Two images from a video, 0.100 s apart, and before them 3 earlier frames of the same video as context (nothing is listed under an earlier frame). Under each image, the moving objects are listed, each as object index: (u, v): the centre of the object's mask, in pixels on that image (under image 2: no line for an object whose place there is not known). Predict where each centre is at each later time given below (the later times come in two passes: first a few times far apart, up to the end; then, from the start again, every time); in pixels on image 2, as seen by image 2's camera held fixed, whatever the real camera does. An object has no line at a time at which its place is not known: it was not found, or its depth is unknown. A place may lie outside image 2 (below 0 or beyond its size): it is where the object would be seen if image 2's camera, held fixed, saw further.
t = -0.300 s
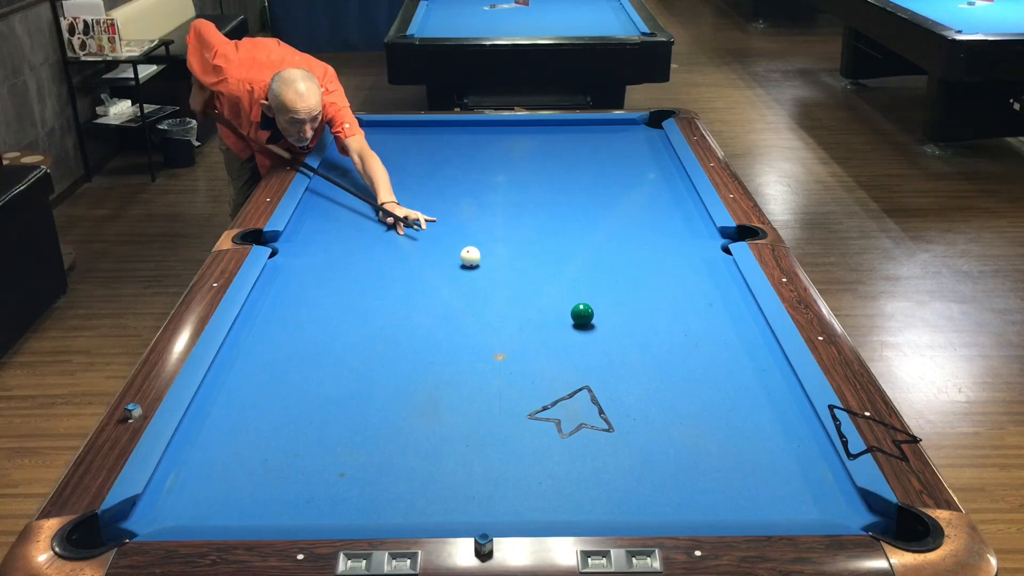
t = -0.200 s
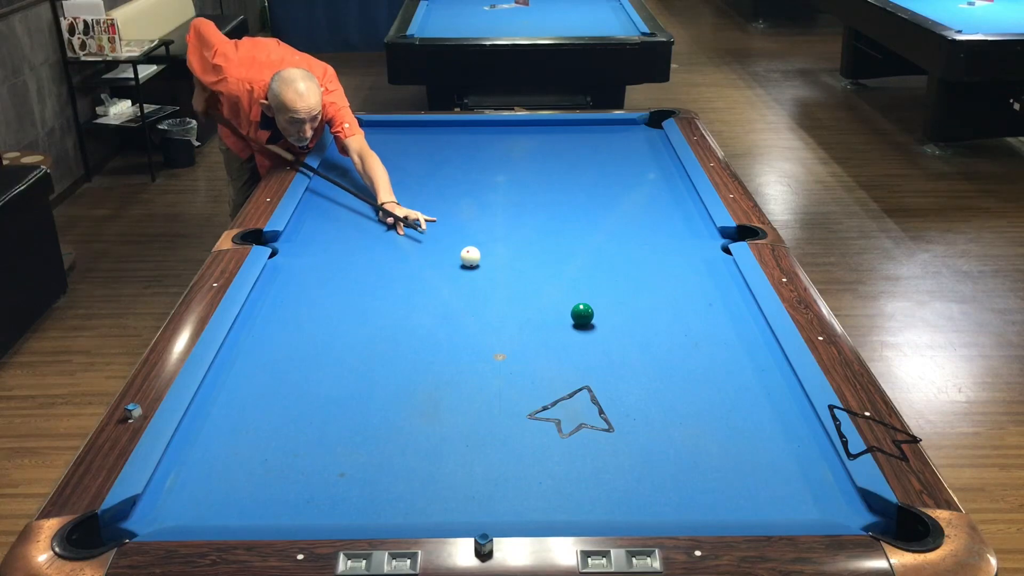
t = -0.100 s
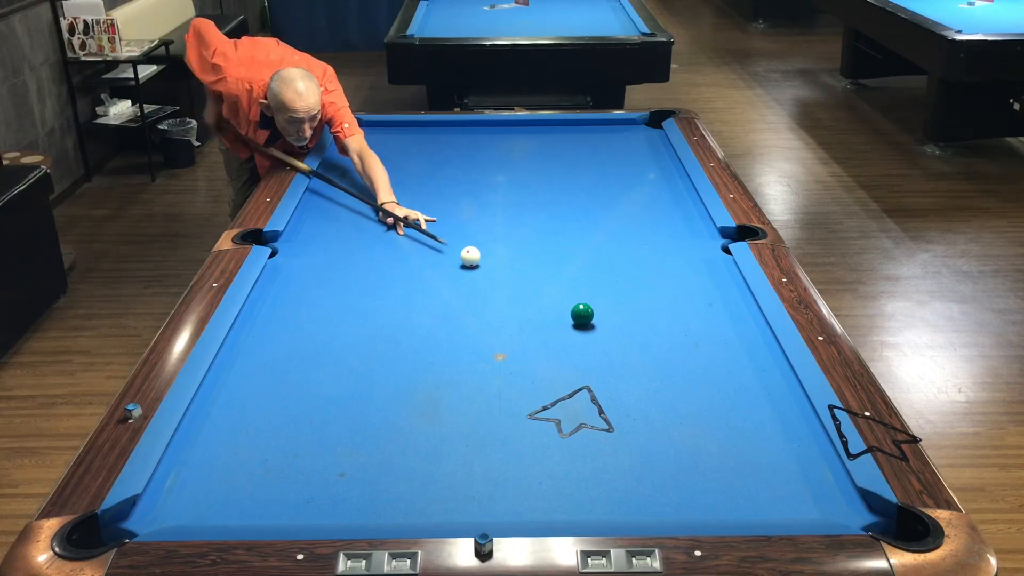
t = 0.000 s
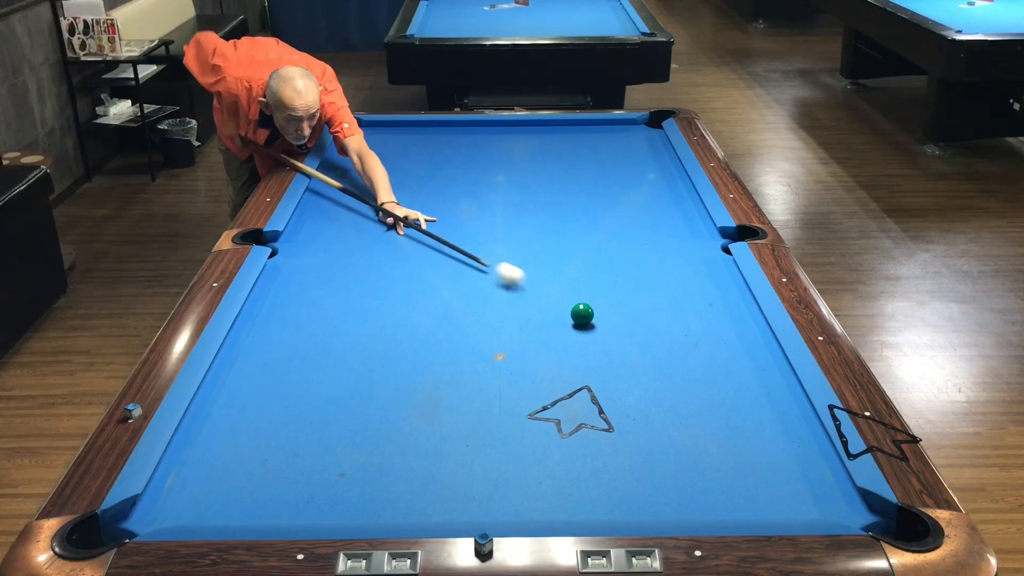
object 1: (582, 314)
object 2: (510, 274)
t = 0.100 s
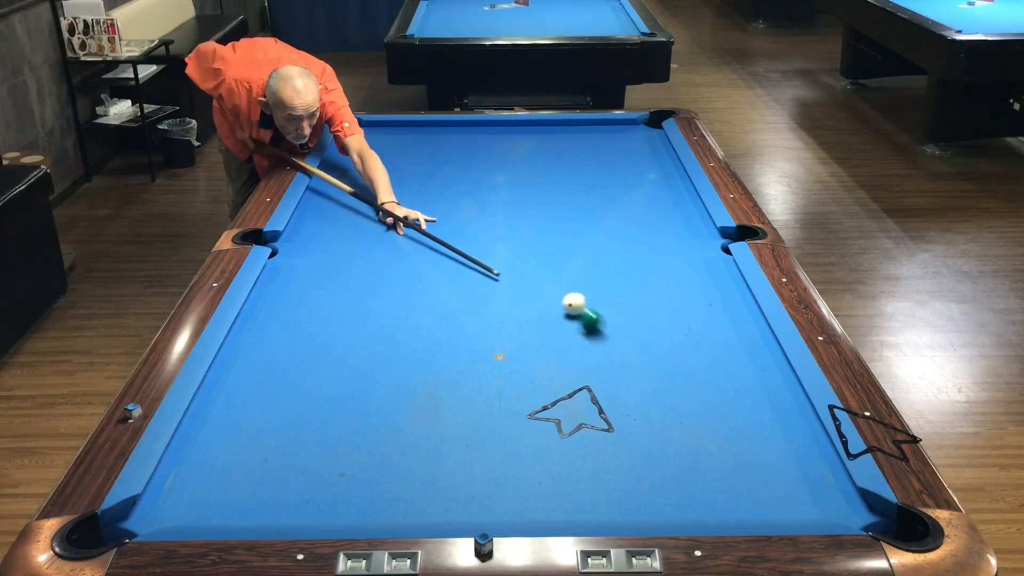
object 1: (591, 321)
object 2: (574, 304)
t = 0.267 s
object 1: (683, 393)
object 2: (610, 301)
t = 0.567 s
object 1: (874, 524)
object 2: (672, 299)
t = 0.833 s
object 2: (725, 297)
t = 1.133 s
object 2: (719, 292)
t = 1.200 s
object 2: (712, 290)
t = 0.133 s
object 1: (610, 336)
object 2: (582, 303)
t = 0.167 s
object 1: (627, 350)
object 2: (589, 302)
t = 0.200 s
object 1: (646, 364)
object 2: (596, 302)
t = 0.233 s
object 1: (664, 379)
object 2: (603, 302)
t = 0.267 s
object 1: (683, 393)
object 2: (610, 301)
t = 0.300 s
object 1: (703, 410)
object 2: (617, 301)
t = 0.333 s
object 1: (722, 425)
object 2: (625, 301)
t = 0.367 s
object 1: (741, 439)
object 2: (631, 301)
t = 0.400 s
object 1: (761, 454)
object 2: (638, 300)
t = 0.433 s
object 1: (781, 470)
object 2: (645, 300)
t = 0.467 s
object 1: (802, 485)
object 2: (652, 300)
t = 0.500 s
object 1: (824, 502)
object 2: (659, 300)
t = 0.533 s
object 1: (847, 515)
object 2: (666, 300)
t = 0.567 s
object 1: (874, 524)
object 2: (672, 299)
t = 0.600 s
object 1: (896, 532)
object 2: (679, 299)
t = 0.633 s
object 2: (686, 299)
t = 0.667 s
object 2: (693, 298)
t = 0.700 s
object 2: (699, 298)
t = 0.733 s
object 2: (706, 298)
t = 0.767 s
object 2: (712, 298)
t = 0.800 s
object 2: (718, 297)
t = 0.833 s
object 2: (725, 297)
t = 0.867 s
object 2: (731, 297)
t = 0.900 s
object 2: (738, 297)
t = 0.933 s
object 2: (742, 296)
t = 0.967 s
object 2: (738, 296)
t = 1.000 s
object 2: (734, 295)
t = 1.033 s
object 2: (730, 294)
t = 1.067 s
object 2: (726, 293)
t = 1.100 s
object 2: (723, 292)
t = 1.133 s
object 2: (719, 292)
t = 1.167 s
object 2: (716, 291)
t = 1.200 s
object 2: (712, 290)
